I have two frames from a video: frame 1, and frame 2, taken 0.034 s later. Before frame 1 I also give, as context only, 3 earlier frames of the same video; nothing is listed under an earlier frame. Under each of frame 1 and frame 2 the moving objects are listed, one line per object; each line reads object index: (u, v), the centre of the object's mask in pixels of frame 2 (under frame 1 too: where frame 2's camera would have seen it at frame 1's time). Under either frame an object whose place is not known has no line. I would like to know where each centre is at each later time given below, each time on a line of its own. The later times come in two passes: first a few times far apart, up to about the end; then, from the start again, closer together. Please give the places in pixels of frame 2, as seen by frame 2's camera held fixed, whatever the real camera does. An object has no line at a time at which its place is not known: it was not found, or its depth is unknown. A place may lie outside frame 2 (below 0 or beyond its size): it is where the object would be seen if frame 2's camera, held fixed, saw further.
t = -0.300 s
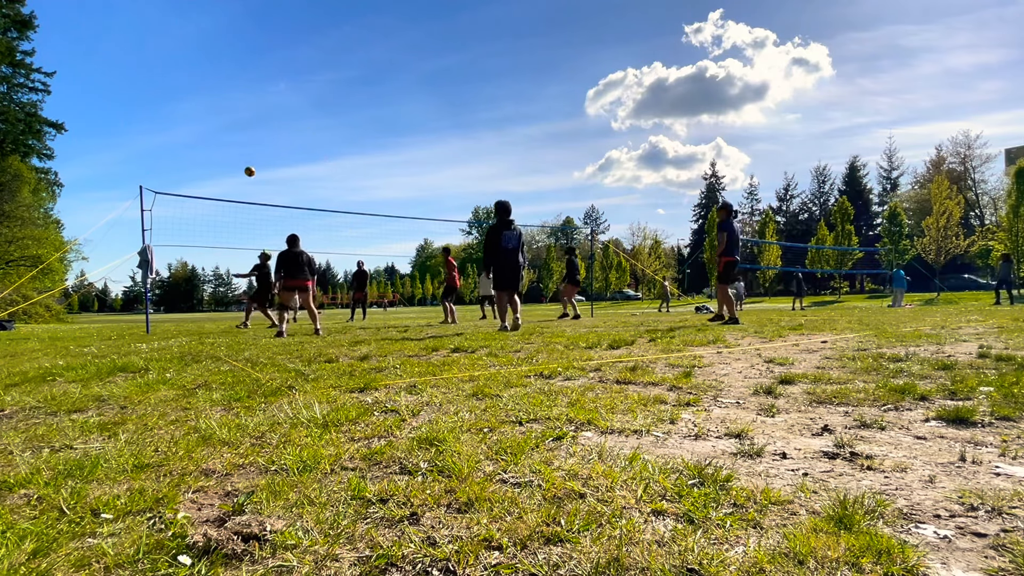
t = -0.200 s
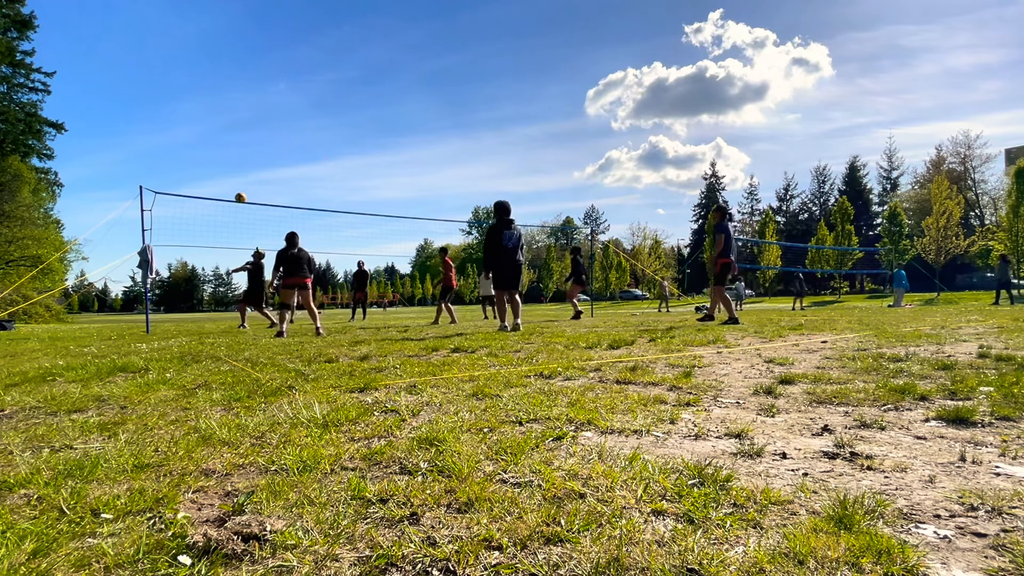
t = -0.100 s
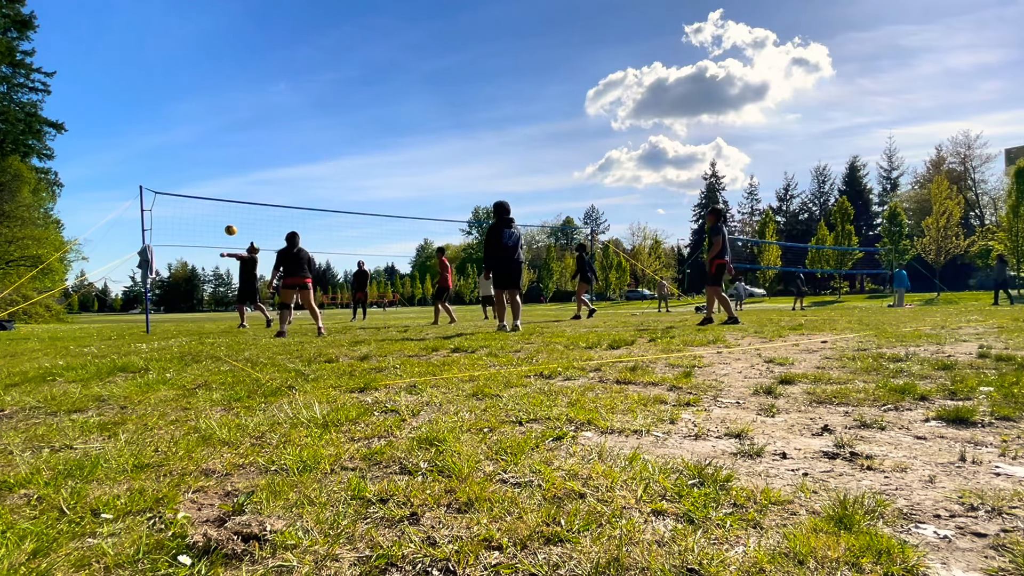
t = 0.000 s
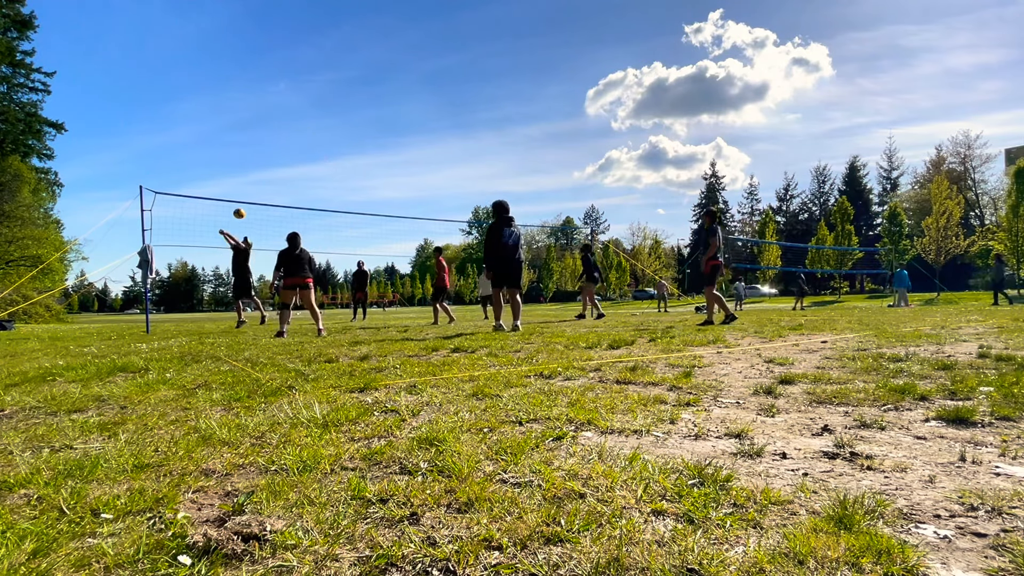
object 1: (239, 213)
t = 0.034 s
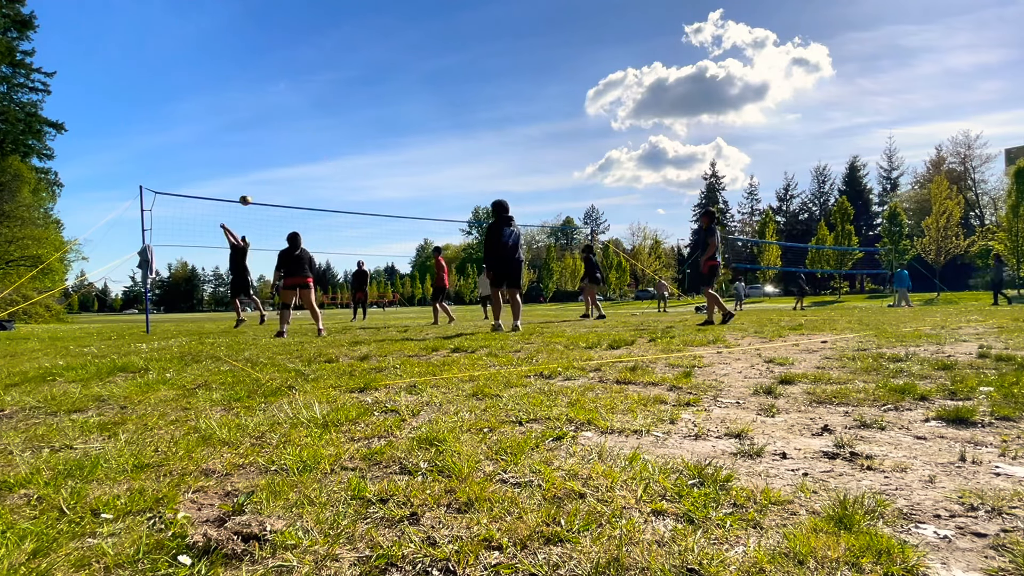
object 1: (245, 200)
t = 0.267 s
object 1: (283, 129)
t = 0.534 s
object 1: (321, 84)
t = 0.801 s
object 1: (355, 74)
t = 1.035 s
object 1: (381, 88)
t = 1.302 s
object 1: (410, 127)
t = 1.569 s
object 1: (438, 187)
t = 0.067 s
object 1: (251, 188)
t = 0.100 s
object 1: (256, 176)
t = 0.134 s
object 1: (262, 165)
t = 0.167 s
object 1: (267, 155)
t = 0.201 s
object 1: (273, 146)
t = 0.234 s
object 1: (278, 137)
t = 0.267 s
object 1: (283, 129)
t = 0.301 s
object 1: (288, 121)
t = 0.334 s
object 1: (293, 114)
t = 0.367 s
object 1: (298, 107)
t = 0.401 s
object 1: (303, 102)
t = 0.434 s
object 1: (308, 97)
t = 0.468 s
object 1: (312, 92)
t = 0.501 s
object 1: (317, 88)
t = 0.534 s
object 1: (321, 84)
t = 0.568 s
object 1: (325, 81)
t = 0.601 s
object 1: (329, 79)
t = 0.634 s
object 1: (334, 77)
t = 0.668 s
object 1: (338, 75)
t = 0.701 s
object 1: (343, 74)
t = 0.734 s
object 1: (347, 73)
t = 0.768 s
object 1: (351, 73)
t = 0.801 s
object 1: (355, 74)
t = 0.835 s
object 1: (359, 74)
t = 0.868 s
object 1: (362, 75)
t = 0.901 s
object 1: (366, 77)
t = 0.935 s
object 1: (370, 79)
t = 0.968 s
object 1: (374, 81)
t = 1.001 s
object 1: (377, 84)
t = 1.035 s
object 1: (381, 88)
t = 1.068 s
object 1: (385, 91)
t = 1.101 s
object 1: (389, 95)
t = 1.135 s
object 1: (392, 100)
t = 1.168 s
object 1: (396, 104)
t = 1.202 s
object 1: (399, 109)
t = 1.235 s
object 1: (403, 115)
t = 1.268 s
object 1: (406, 121)
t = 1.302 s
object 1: (410, 127)
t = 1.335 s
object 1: (413, 133)
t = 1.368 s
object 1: (417, 140)
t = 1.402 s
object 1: (420, 147)
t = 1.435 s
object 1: (424, 154)
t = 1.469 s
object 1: (427, 162)
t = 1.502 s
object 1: (431, 170)
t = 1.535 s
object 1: (434, 179)
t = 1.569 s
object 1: (438, 187)
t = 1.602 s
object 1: (441, 196)
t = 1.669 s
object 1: (447, 215)
